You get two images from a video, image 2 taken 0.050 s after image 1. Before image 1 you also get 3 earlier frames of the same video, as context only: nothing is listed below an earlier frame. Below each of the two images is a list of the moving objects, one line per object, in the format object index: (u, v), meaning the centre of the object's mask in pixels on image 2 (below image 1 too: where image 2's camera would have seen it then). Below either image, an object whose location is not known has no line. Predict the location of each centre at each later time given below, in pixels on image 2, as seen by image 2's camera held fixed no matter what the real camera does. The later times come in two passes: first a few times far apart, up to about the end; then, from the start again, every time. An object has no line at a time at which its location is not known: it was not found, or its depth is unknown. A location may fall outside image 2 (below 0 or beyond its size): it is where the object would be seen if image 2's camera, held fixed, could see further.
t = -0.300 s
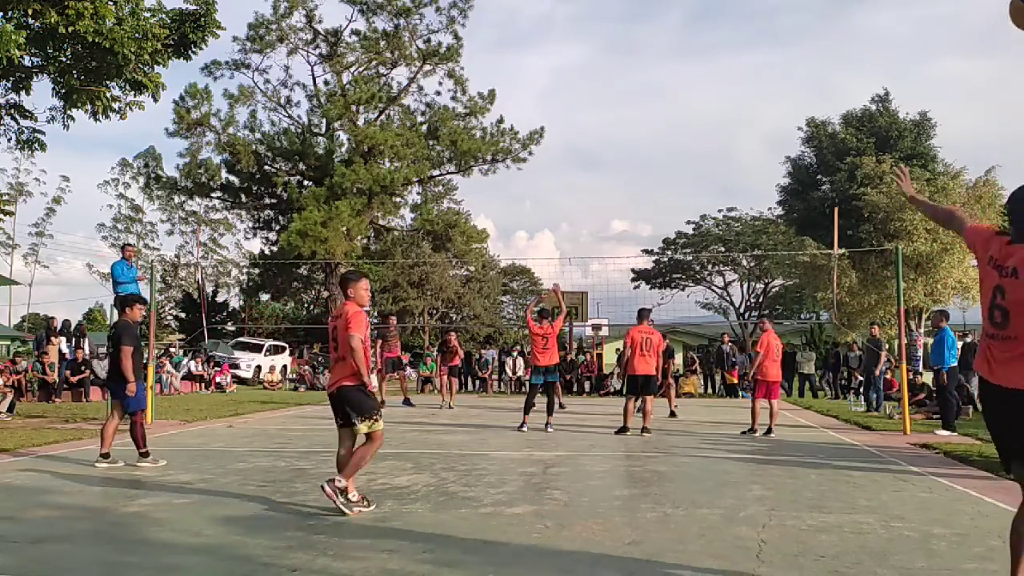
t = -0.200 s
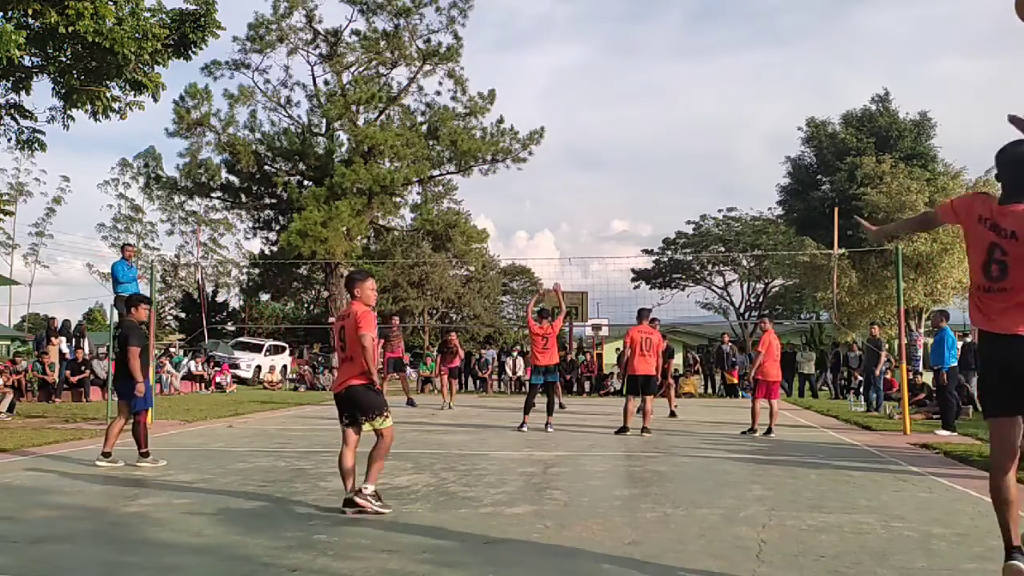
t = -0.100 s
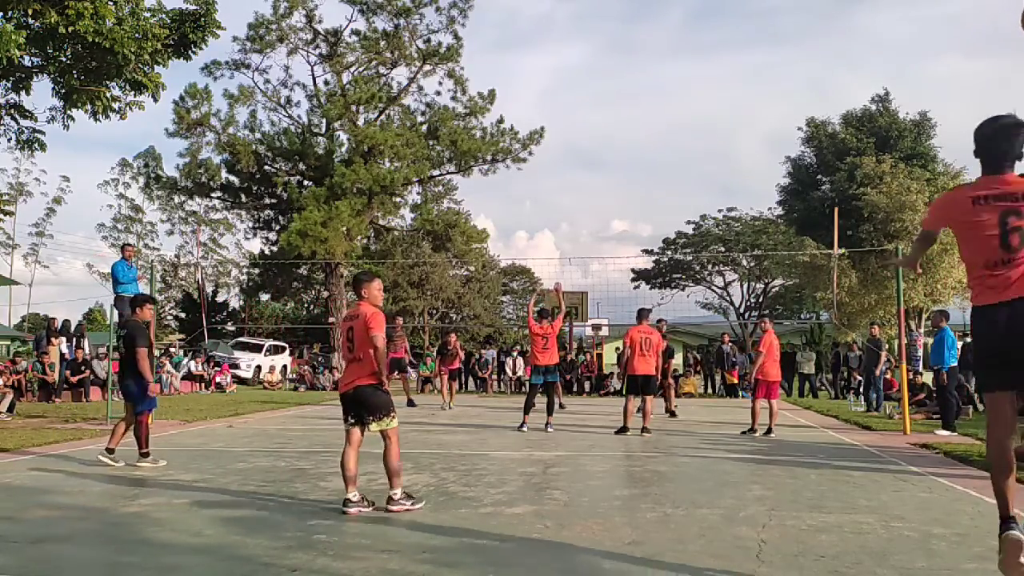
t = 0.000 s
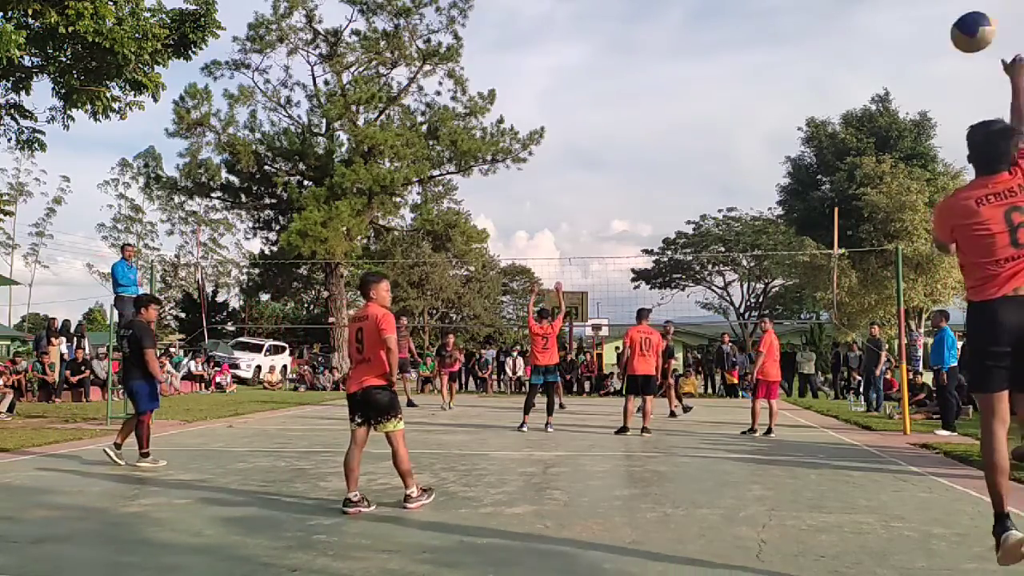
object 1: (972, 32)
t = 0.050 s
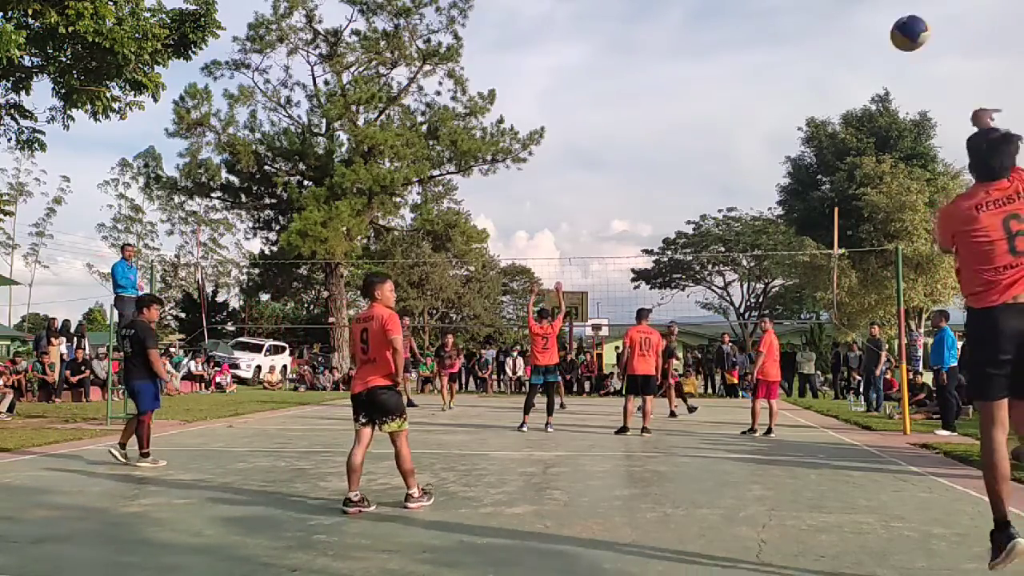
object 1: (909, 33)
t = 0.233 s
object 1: (773, 57)
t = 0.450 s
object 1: (699, 101)
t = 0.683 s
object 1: (658, 160)
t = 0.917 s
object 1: (634, 227)
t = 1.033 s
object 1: (626, 264)
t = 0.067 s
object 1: (892, 34)
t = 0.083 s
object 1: (875, 36)
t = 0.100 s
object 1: (860, 37)
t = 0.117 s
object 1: (847, 39)
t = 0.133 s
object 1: (833, 41)
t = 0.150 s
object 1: (822, 44)
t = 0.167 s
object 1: (810, 46)
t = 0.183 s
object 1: (800, 49)
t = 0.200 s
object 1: (791, 51)
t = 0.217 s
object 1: (782, 54)
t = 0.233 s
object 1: (773, 57)
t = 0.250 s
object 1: (766, 59)
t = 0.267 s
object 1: (758, 62)
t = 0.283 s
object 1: (751, 65)
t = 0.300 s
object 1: (745, 68)
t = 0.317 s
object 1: (739, 72)
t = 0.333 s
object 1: (732, 75)
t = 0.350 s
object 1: (727, 79)
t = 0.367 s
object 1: (722, 83)
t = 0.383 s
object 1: (717, 86)
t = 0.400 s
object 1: (712, 90)
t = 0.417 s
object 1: (708, 94)
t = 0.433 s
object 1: (703, 98)
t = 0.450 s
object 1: (699, 101)
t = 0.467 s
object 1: (696, 105)
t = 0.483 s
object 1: (692, 109)
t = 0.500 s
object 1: (688, 113)
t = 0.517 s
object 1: (684, 117)
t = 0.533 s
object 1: (682, 121)
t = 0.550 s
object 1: (679, 125)
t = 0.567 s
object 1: (675, 129)
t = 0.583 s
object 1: (673, 133)
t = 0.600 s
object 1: (670, 137)
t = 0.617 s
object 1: (667, 142)
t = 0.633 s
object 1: (665, 146)
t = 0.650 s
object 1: (663, 151)
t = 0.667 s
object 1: (661, 155)
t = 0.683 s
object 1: (658, 160)
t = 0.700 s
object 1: (656, 164)
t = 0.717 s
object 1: (655, 169)
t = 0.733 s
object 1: (653, 174)
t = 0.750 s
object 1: (651, 178)
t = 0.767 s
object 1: (649, 183)
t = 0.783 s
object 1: (647, 188)
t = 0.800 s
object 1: (645, 193)
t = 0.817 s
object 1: (644, 198)
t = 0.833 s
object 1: (642, 202)
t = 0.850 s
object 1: (640, 207)
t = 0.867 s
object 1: (639, 212)
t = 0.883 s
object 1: (638, 217)
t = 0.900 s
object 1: (636, 223)
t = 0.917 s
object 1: (634, 227)
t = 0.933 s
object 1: (633, 232)
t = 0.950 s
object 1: (632, 238)
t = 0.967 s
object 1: (631, 242)
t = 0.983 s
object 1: (629, 248)
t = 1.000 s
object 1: (628, 253)
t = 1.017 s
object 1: (627, 258)
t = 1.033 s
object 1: (626, 264)
